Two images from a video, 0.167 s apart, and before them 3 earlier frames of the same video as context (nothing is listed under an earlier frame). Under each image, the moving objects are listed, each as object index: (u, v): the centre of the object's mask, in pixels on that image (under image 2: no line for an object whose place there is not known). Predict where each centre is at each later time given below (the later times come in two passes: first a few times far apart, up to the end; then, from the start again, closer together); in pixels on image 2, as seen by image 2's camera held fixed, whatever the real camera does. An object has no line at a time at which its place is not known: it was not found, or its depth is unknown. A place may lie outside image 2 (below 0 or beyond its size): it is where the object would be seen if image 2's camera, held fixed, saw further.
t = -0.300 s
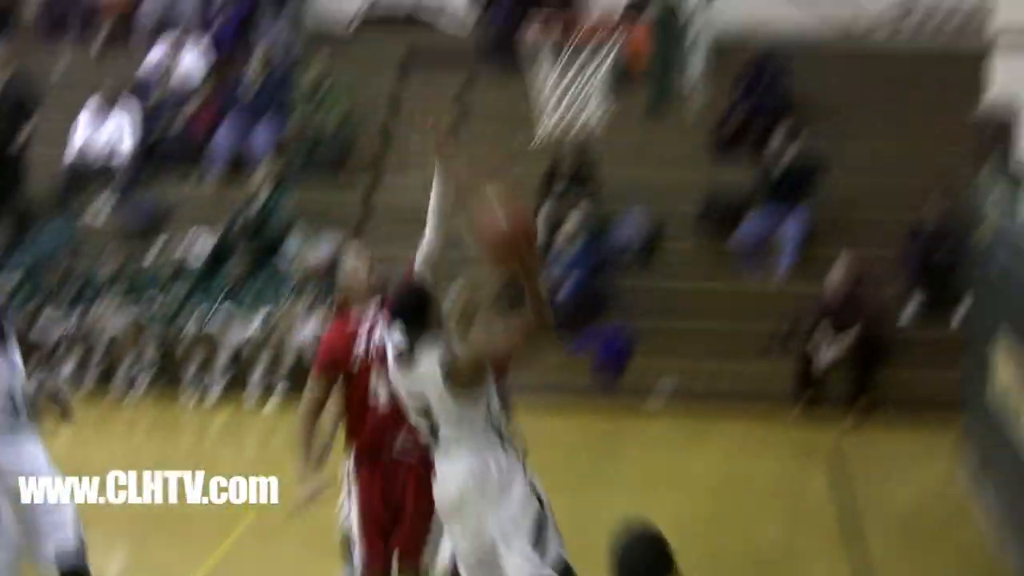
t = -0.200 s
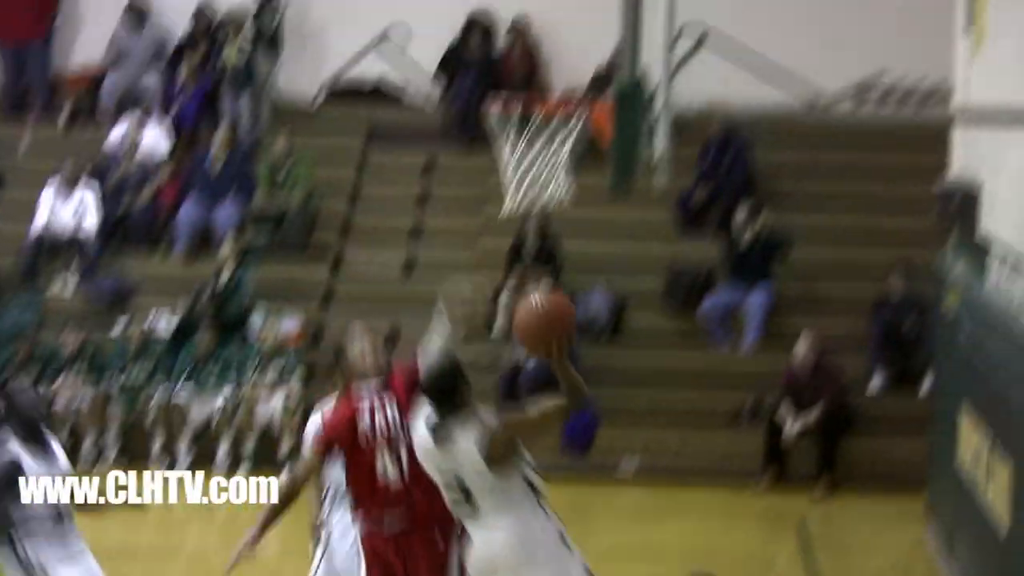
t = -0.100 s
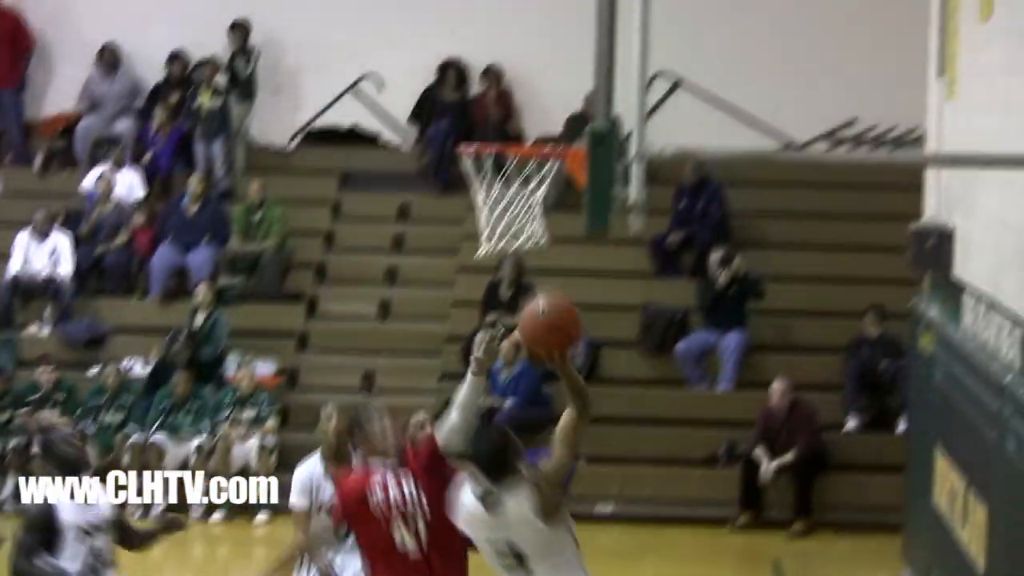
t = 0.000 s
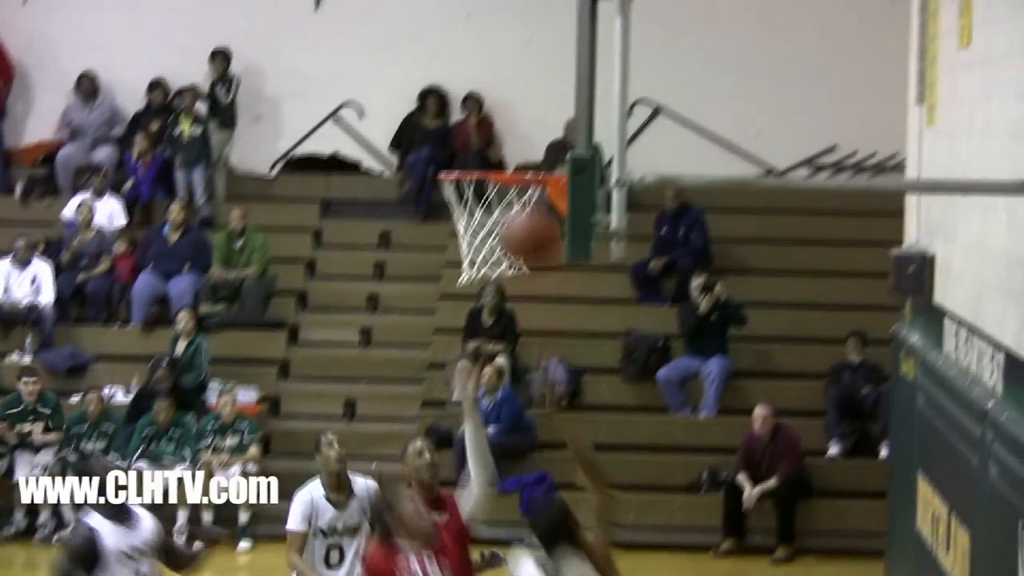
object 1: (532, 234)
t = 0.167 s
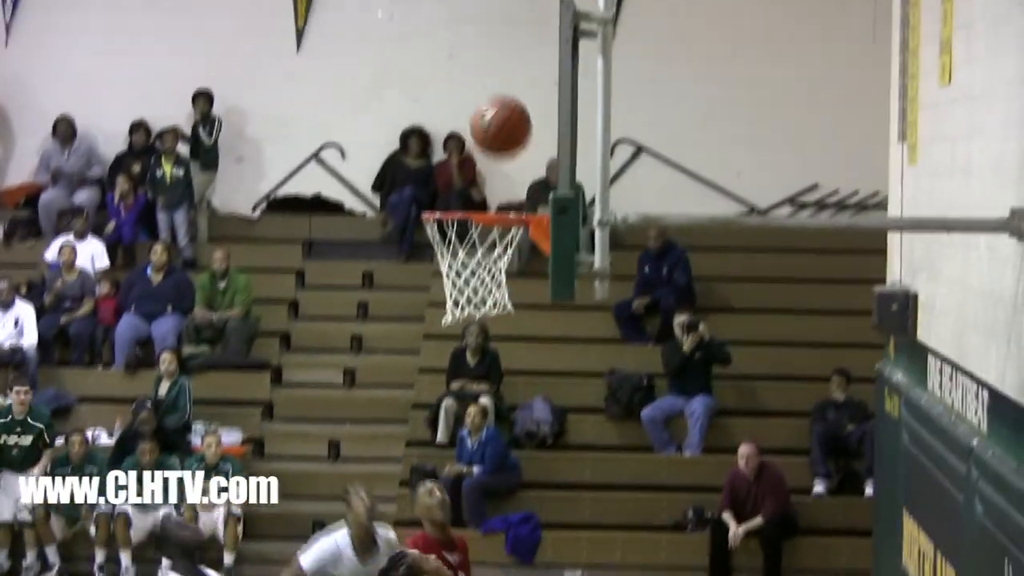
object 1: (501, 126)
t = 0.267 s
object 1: (493, 75)
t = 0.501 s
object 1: (476, 52)
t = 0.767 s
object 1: (456, 177)
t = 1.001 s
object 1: (451, 133)
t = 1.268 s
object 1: (444, 187)
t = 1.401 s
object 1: (475, 203)
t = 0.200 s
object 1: (499, 106)
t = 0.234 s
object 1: (496, 89)
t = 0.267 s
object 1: (493, 75)
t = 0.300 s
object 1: (490, 63)
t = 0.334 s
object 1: (488, 55)
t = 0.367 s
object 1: (486, 50)
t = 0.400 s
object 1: (482, 48)
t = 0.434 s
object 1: (481, 48)
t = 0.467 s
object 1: (478, 48)
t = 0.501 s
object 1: (476, 52)
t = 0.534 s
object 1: (474, 58)
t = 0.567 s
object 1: (472, 67)
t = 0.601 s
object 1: (469, 79)
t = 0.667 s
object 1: (465, 110)
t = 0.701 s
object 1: (463, 129)
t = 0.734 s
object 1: (459, 152)
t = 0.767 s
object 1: (456, 177)
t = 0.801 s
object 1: (454, 189)
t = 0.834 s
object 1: (454, 177)
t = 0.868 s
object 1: (453, 165)
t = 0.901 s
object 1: (453, 152)
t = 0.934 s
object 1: (452, 143)
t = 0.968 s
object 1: (452, 136)
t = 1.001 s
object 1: (451, 133)
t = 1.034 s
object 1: (450, 132)
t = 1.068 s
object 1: (449, 132)
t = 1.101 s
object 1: (448, 135)
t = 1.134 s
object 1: (447, 140)
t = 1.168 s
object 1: (447, 149)
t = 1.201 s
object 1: (447, 162)
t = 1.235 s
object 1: (445, 172)
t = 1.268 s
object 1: (444, 187)
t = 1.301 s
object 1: (445, 195)
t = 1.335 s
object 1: (455, 197)
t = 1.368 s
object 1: (466, 199)
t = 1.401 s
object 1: (475, 203)
